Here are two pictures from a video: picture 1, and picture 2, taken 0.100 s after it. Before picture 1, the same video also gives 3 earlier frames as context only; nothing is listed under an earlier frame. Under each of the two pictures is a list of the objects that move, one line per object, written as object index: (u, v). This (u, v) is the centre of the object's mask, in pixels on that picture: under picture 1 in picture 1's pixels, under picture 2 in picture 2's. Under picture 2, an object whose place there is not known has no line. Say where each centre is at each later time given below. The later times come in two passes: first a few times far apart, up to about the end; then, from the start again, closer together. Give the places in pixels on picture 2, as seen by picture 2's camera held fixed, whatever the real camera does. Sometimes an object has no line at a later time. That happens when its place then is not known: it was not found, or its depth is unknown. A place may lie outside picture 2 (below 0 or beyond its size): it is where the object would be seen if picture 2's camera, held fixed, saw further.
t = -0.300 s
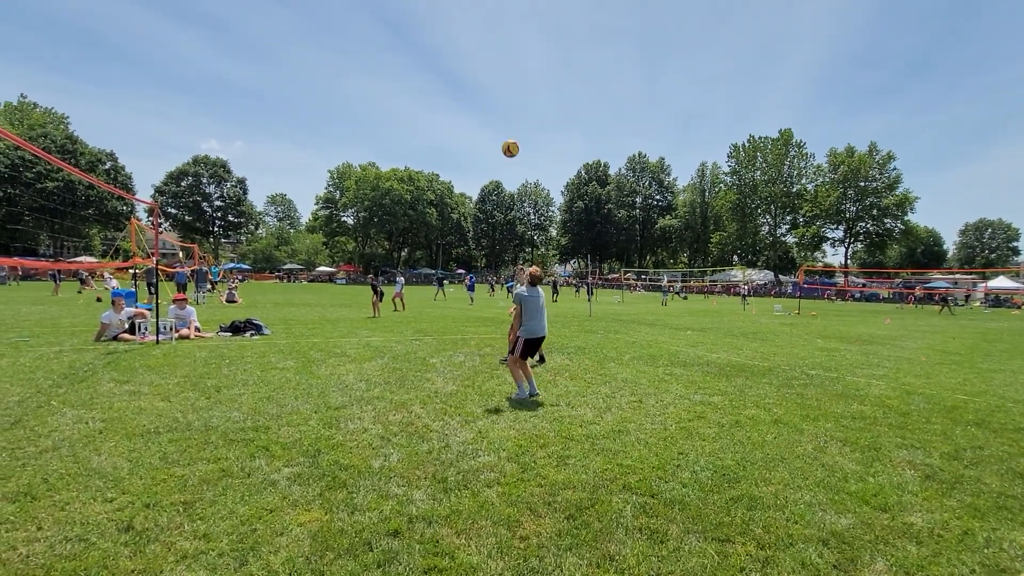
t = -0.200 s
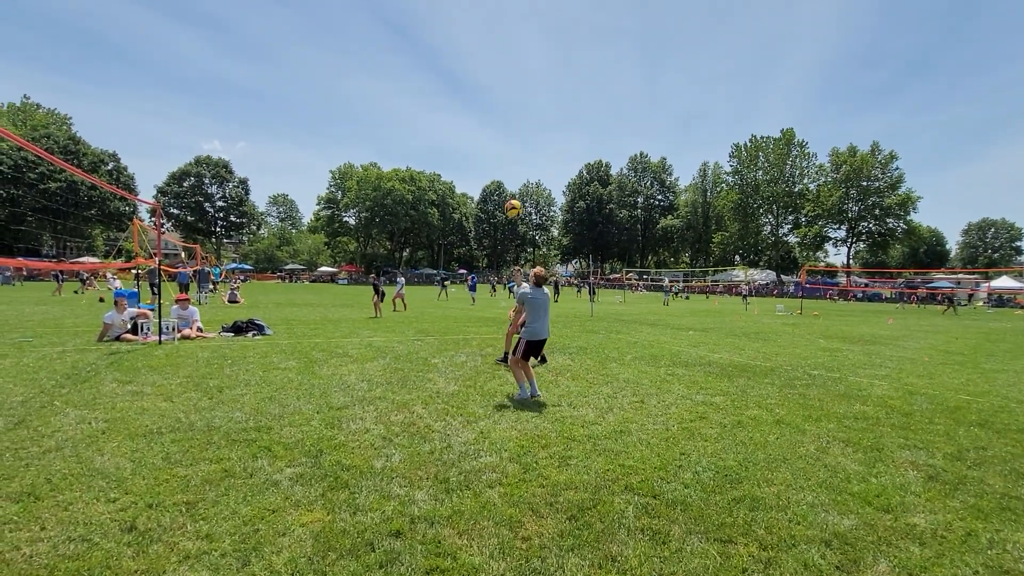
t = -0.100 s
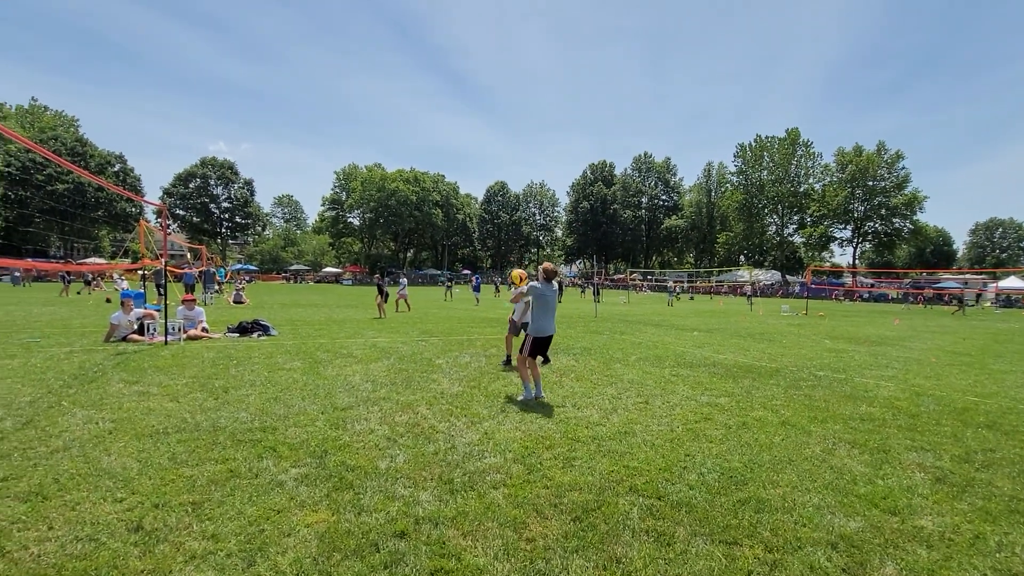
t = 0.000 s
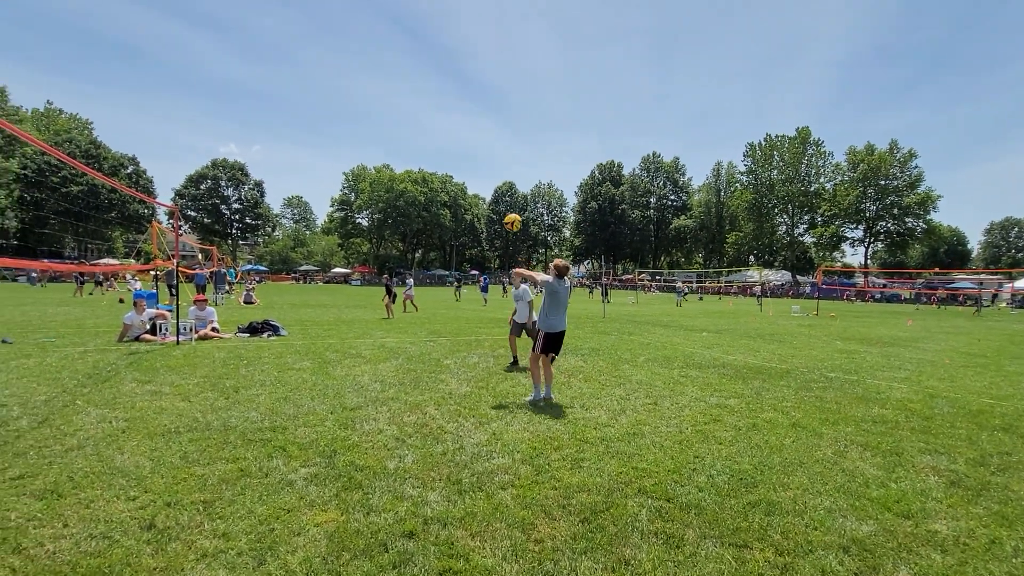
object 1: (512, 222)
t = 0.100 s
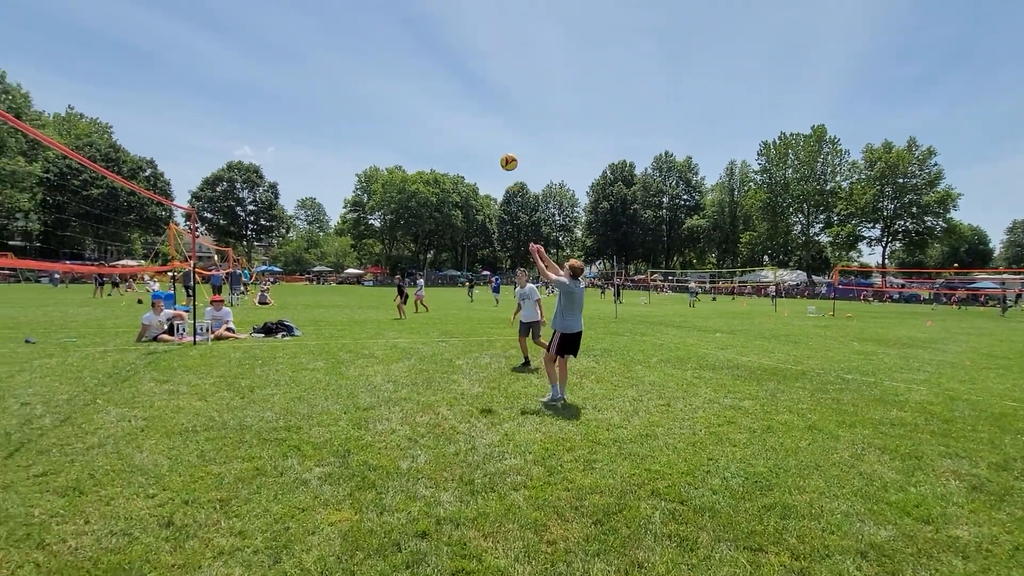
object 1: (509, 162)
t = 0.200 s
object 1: (493, 111)
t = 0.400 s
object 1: (462, 38)
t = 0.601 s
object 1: (432, 1)
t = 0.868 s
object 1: (396, 2)
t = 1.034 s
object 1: (376, 29)
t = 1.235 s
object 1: (355, 85)
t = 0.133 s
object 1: (503, 144)
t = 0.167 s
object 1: (498, 127)
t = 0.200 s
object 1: (493, 111)
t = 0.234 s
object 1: (488, 96)
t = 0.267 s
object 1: (483, 82)
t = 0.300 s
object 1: (478, 69)
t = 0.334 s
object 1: (472, 58)
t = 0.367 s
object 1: (467, 47)
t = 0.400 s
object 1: (462, 38)
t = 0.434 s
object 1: (457, 29)
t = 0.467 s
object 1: (452, 21)
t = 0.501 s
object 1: (447, 15)
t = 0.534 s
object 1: (442, 9)
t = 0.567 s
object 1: (437, 5)
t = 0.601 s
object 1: (432, 1)
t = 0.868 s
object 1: (396, 2)
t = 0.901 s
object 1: (392, 7)
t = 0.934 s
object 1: (388, 11)
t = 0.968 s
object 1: (384, 16)
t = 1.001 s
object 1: (380, 23)
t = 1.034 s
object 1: (376, 29)
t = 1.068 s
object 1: (372, 37)
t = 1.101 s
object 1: (369, 45)
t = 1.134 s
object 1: (365, 54)
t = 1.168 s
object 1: (362, 63)
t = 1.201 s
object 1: (358, 74)
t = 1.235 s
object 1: (355, 85)
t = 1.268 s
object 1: (351, 96)
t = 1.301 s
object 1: (348, 108)
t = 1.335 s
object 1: (345, 120)
